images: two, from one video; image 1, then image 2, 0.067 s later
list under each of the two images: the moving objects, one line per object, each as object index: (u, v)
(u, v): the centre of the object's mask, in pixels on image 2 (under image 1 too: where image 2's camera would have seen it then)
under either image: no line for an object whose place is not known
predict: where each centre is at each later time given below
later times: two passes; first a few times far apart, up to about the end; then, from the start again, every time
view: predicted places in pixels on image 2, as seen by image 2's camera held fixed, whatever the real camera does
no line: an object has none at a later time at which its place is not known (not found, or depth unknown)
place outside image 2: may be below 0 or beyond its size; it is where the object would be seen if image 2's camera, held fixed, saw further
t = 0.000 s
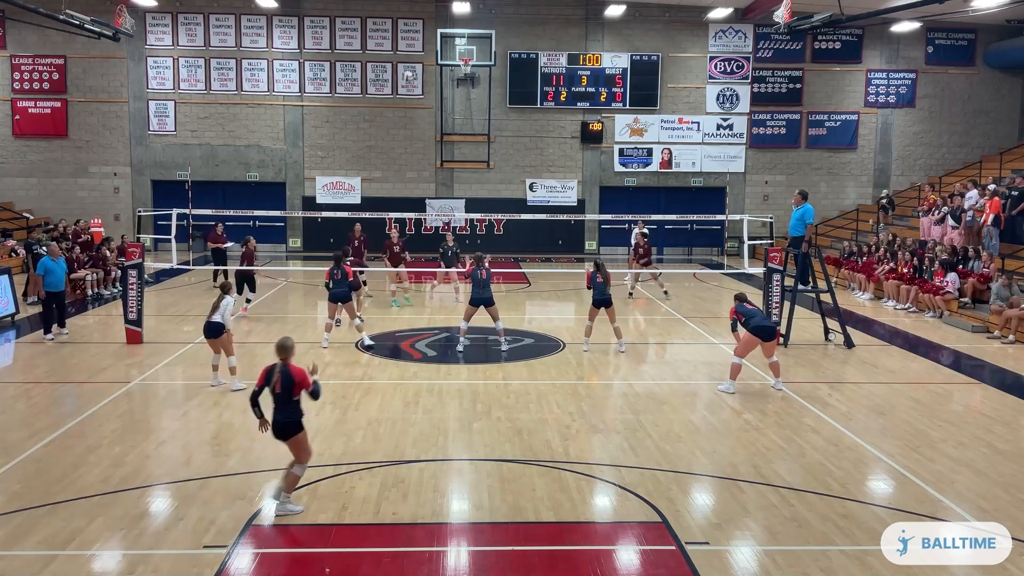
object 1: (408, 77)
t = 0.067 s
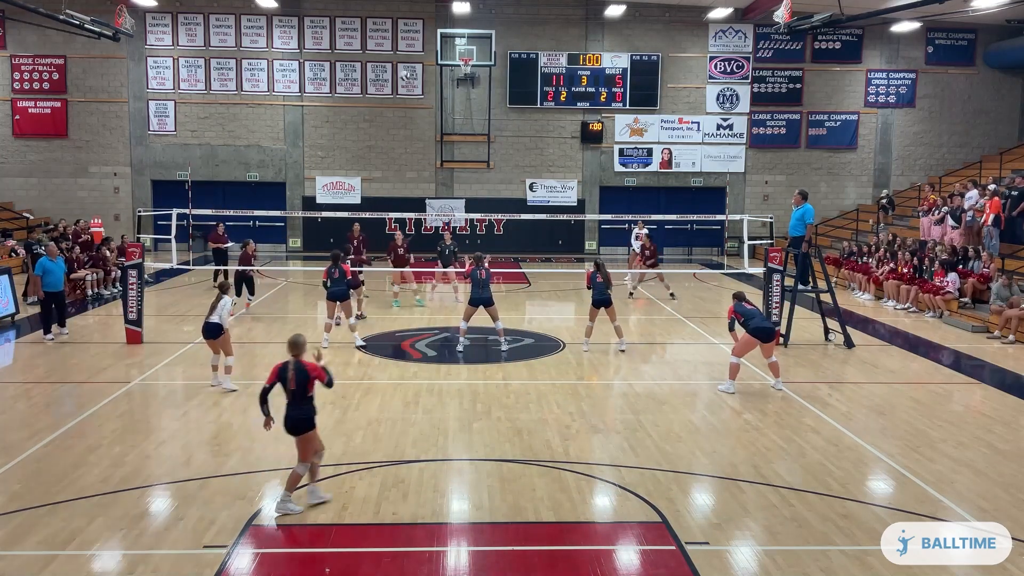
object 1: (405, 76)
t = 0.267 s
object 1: (395, 88)
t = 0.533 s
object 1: (382, 130)
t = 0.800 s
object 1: (370, 206)
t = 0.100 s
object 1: (403, 75)
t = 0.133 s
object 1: (401, 77)
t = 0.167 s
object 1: (400, 79)
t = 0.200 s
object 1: (398, 81)
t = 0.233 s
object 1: (397, 83)
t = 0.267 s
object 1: (395, 88)
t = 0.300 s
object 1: (394, 90)
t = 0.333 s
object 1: (392, 94)
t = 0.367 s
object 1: (390, 99)
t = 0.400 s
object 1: (389, 104)
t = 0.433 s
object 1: (387, 110)
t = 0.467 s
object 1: (386, 116)
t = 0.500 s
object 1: (384, 123)
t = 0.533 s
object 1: (382, 130)
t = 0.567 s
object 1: (381, 139)
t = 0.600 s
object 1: (379, 147)
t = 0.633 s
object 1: (378, 155)
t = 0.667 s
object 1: (376, 164)
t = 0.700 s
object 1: (374, 174)
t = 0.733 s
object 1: (373, 184)
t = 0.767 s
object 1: (371, 196)
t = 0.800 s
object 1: (370, 206)
